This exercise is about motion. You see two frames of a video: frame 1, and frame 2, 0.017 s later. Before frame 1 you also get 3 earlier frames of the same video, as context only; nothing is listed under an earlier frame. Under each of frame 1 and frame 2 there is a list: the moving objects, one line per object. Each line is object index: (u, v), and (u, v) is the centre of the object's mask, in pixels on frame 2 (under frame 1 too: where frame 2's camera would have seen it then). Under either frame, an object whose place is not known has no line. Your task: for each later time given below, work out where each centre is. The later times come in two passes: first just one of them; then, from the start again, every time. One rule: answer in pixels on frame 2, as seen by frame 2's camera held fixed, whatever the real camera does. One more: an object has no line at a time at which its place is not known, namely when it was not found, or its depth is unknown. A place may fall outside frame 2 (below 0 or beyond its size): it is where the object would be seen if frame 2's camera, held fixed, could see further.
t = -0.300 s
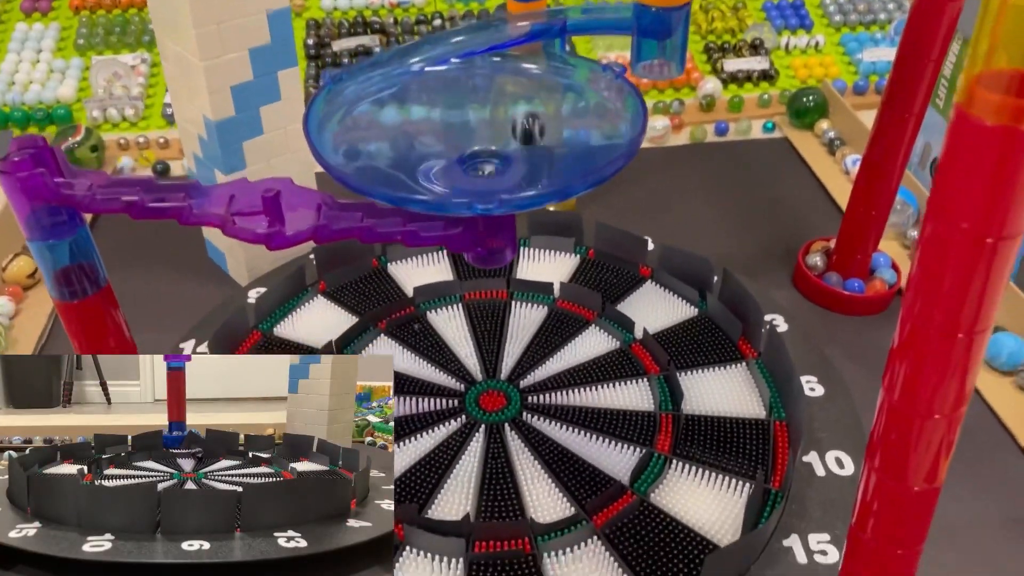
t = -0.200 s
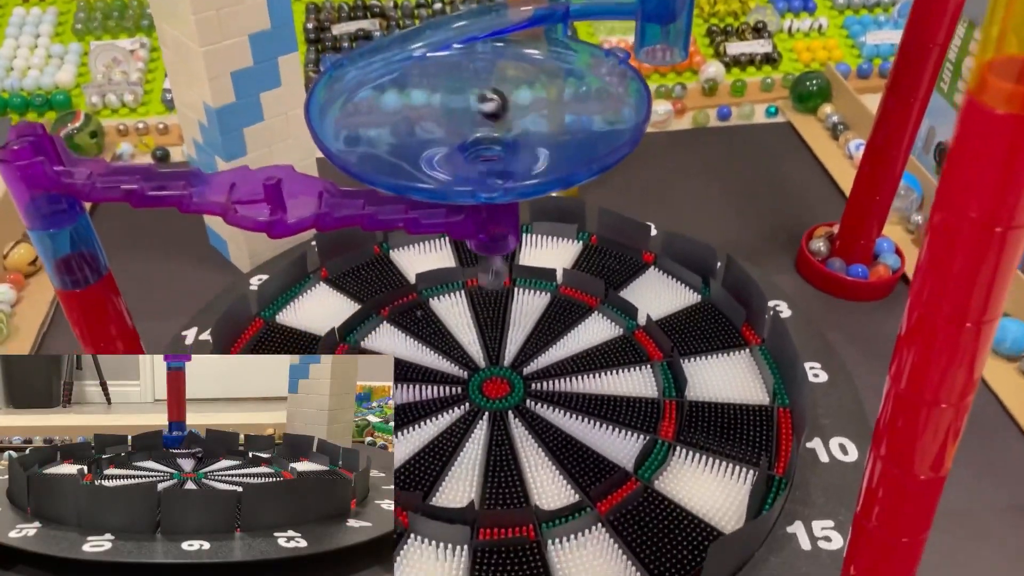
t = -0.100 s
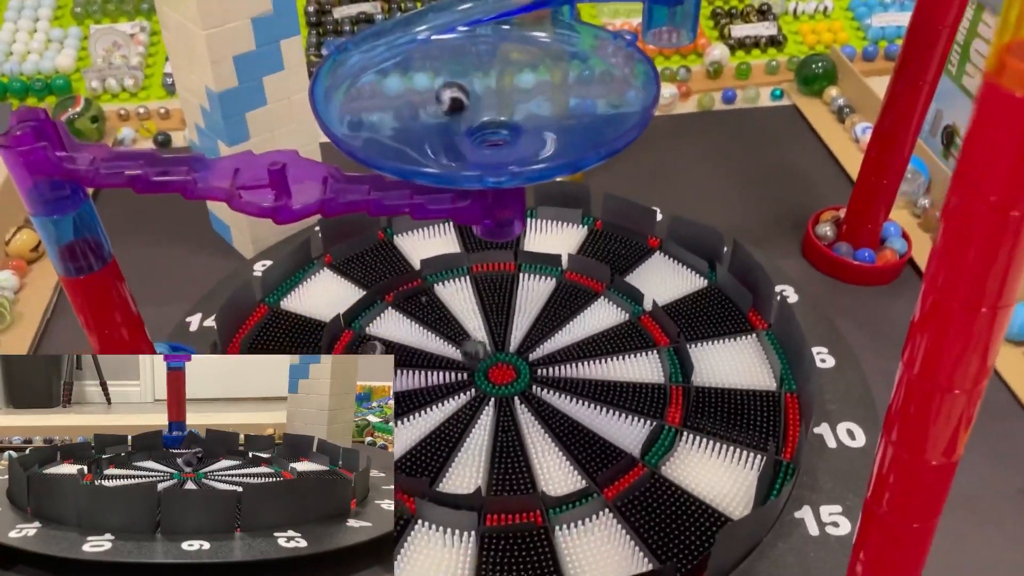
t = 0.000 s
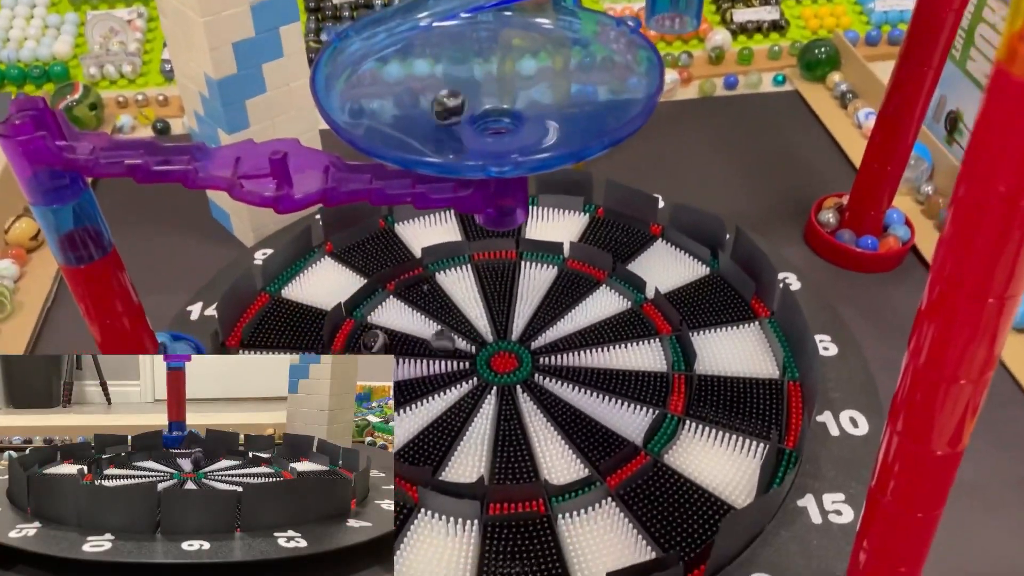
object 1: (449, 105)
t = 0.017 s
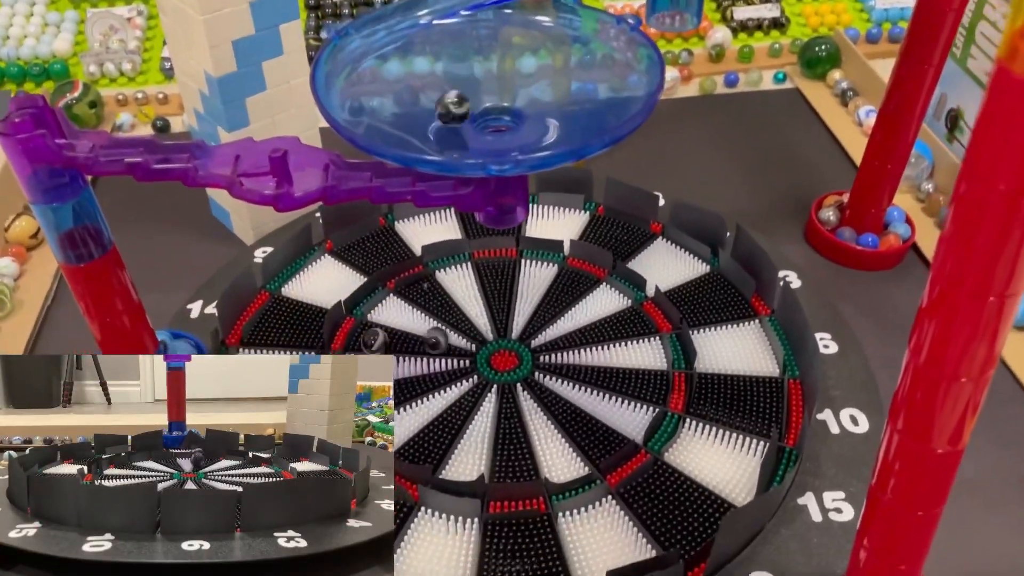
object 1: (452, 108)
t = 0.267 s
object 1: (527, 82)
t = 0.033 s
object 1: (459, 111)
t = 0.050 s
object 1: (466, 113)
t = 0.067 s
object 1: (473, 116)
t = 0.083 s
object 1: (481, 118)
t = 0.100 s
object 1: (490, 117)
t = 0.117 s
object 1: (497, 117)
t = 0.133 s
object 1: (506, 117)
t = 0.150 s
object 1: (514, 114)
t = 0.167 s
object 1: (521, 110)
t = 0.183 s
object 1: (526, 106)
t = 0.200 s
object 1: (529, 102)
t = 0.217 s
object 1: (531, 97)
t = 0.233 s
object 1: (530, 91)
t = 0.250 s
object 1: (531, 87)
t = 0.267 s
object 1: (527, 82)
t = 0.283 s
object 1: (522, 77)
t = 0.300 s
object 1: (516, 74)
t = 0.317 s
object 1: (510, 71)
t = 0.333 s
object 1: (503, 70)
